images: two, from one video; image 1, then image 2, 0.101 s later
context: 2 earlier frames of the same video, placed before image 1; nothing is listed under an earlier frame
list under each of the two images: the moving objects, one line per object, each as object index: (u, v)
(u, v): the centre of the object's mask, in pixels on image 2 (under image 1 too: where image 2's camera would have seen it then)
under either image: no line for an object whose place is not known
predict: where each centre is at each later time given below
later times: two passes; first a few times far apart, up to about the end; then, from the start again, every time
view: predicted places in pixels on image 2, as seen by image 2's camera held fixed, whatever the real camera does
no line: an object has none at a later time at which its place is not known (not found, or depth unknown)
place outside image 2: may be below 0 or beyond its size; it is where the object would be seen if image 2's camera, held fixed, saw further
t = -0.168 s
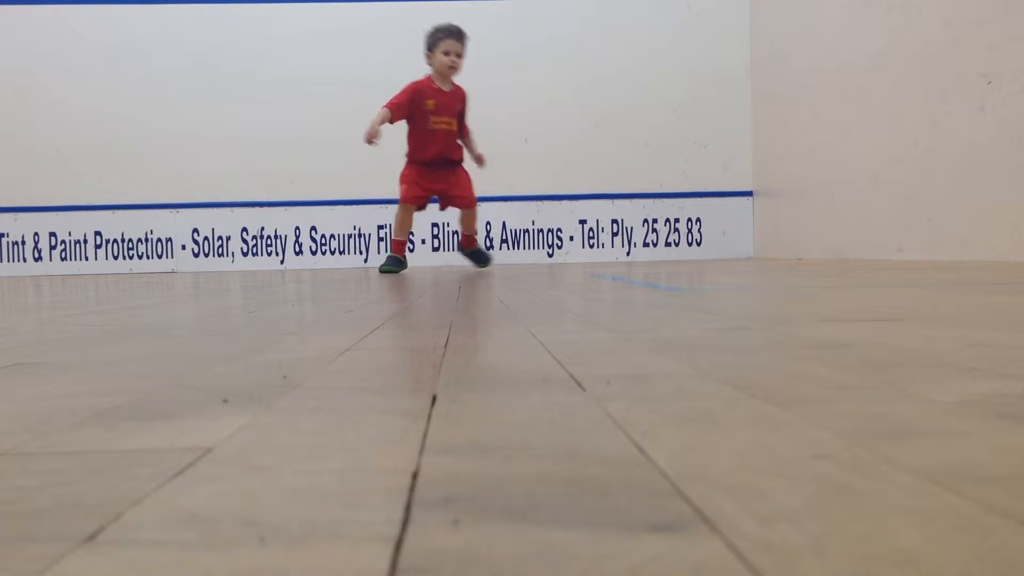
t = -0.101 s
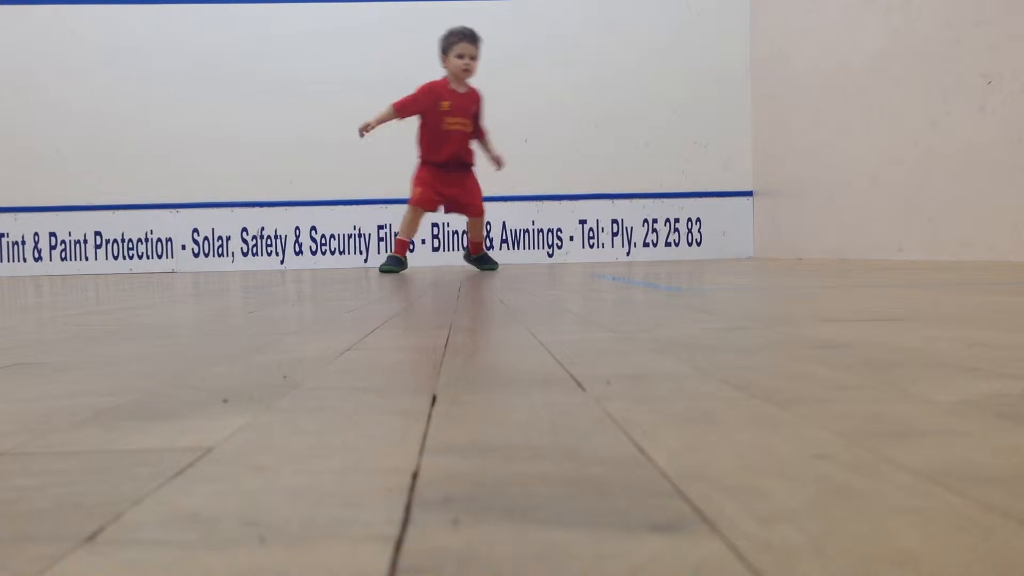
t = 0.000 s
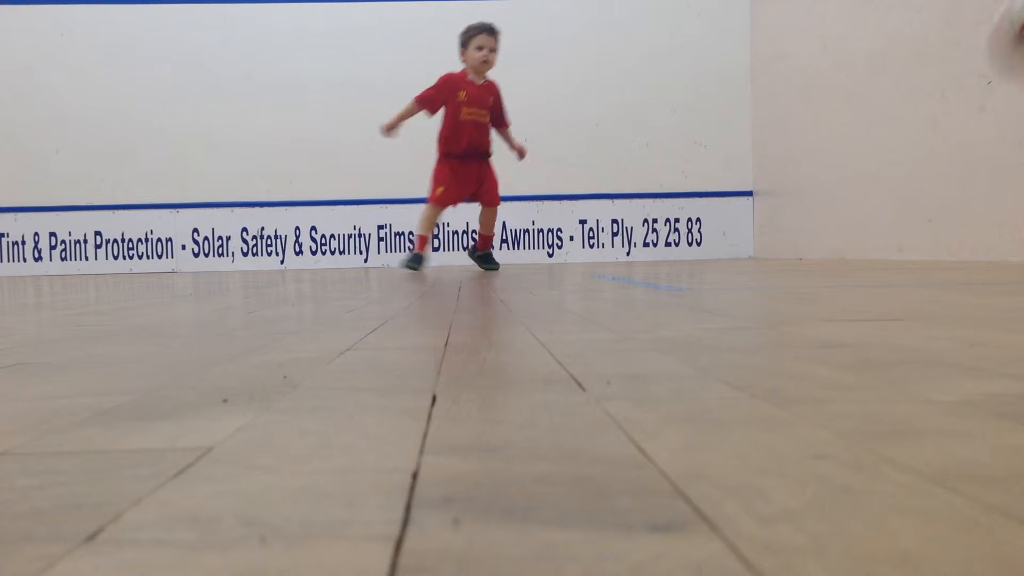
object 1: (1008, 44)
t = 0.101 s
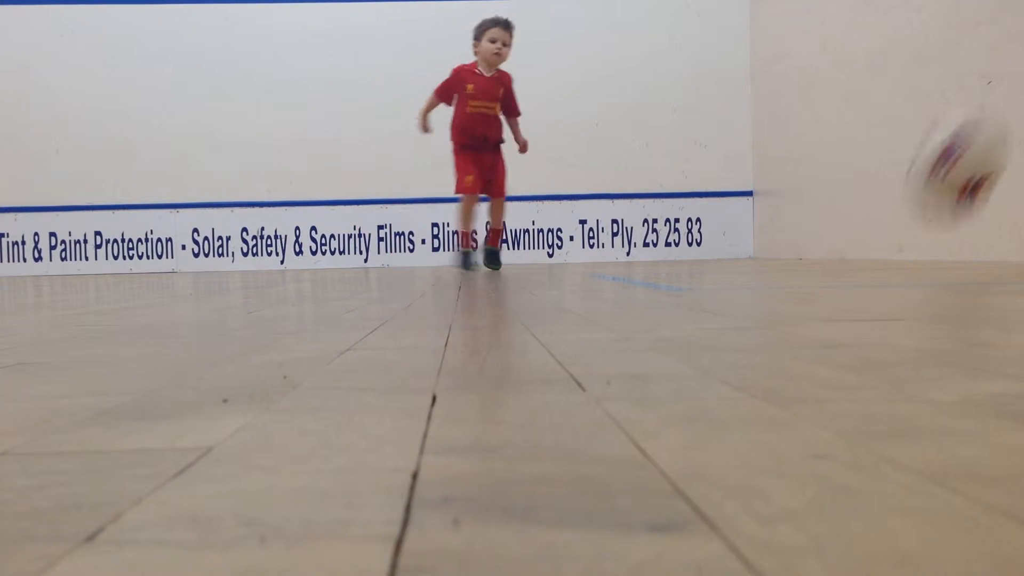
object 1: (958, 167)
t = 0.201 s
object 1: (880, 189)
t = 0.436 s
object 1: (735, 83)
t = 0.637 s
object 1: (642, 153)
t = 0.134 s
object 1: (931, 221)
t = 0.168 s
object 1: (903, 221)
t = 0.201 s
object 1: (880, 189)
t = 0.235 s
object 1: (860, 164)
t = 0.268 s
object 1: (837, 139)
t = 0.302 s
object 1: (814, 115)
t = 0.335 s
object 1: (794, 102)
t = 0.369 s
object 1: (773, 91)
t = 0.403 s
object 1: (753, 85)
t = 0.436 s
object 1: (735, 83)
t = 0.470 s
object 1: (718, 86)
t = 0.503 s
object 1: (704, 91)
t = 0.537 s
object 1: (688, 103)
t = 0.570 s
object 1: (672, 116)
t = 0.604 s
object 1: (656, 133)
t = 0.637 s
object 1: (642, 153)
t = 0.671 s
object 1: (628, 178)
